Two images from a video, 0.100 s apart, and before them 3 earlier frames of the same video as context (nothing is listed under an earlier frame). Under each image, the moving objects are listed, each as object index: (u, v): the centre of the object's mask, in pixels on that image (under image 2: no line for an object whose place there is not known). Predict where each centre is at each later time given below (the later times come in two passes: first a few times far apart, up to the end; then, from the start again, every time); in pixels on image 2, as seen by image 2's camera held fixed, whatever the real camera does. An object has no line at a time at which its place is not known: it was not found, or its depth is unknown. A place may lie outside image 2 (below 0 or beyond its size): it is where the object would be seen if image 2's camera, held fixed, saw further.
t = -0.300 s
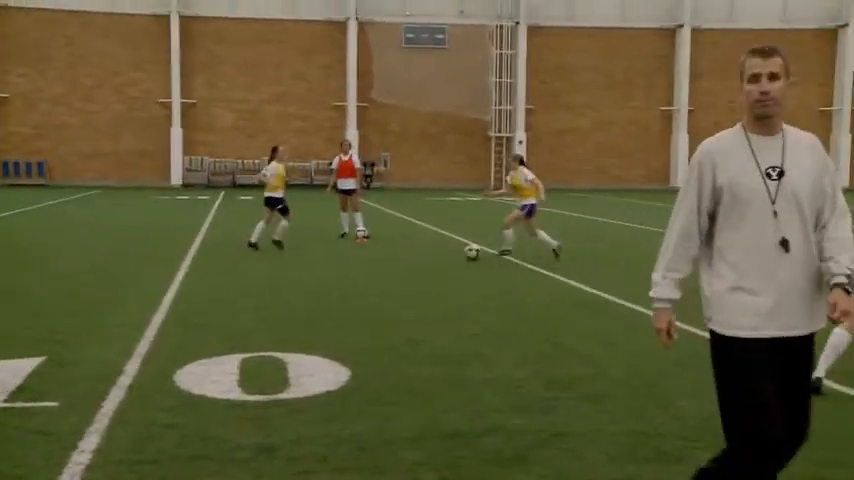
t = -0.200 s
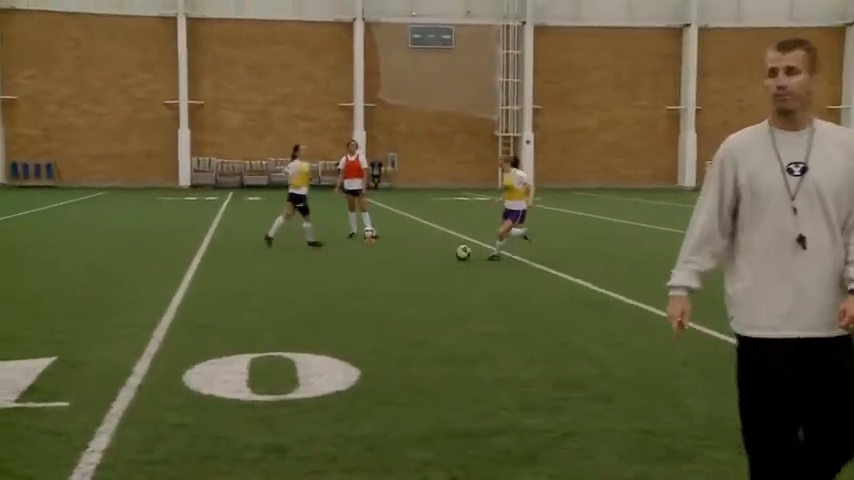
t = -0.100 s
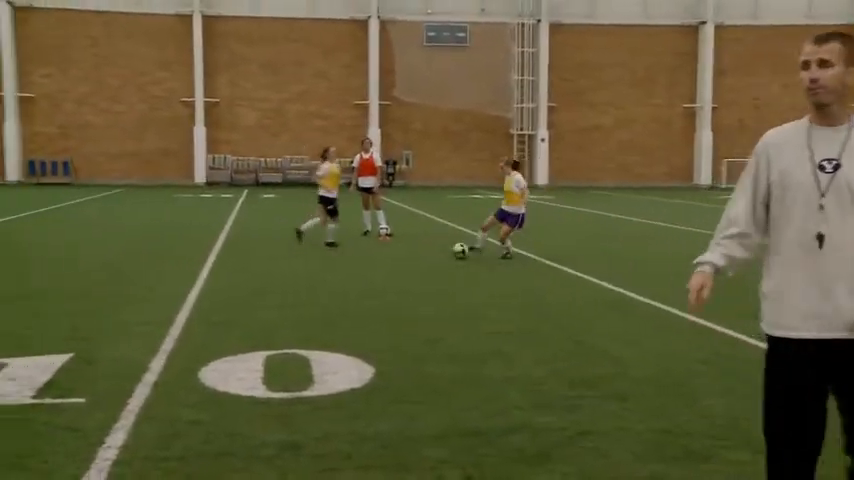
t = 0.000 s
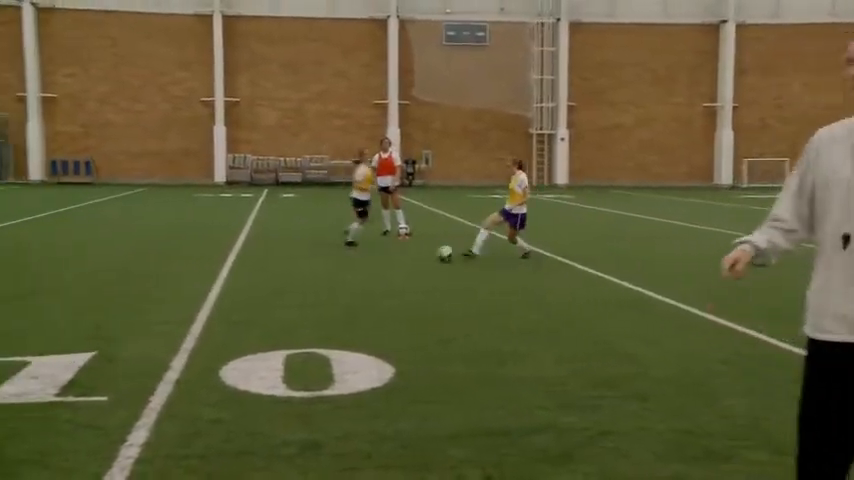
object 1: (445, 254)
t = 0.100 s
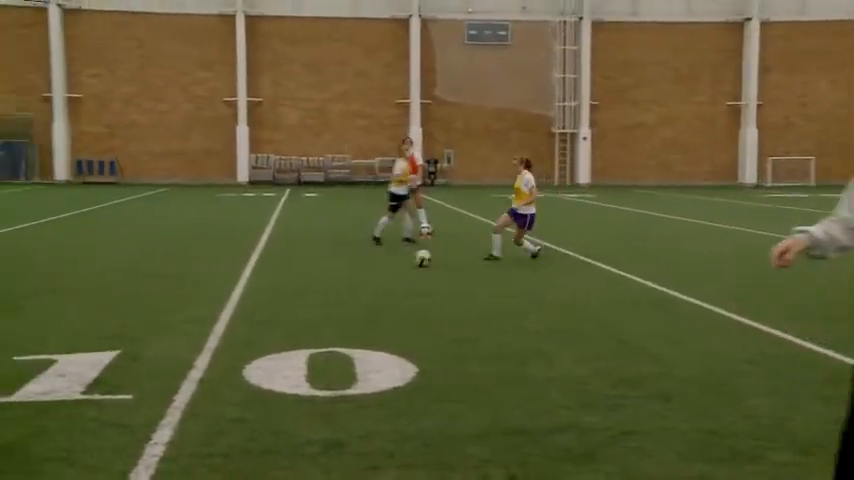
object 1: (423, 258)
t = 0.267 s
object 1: (343, 267)
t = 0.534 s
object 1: (210, 281)
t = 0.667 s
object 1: (140, 288)
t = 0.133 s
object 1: (406, 259)
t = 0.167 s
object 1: (391, 262)
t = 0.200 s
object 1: (375, 263)
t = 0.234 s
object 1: (359, 265)
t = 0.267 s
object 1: (343, 267)
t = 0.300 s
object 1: (326, 269)
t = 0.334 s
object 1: (310, 271)
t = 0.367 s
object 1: (294, 272)
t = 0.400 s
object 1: (277, 274)
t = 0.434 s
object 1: (261, 276)
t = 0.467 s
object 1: (243, 278)
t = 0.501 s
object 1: (227, 279)
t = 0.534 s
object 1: (210, 281)
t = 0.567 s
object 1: (192, 283)
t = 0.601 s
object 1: (175, 284)
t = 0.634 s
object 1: (158, 286)
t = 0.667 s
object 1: (140, 288)
